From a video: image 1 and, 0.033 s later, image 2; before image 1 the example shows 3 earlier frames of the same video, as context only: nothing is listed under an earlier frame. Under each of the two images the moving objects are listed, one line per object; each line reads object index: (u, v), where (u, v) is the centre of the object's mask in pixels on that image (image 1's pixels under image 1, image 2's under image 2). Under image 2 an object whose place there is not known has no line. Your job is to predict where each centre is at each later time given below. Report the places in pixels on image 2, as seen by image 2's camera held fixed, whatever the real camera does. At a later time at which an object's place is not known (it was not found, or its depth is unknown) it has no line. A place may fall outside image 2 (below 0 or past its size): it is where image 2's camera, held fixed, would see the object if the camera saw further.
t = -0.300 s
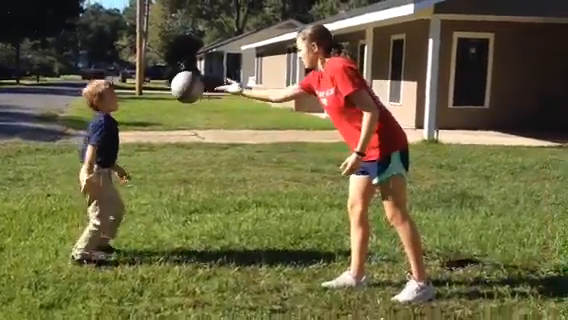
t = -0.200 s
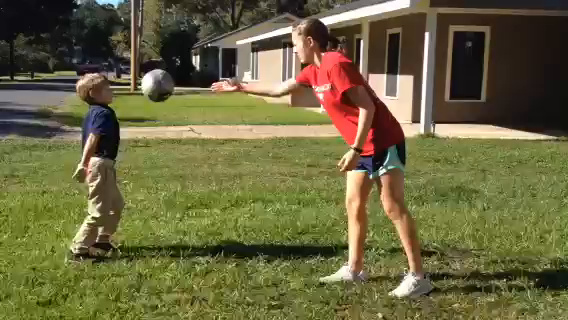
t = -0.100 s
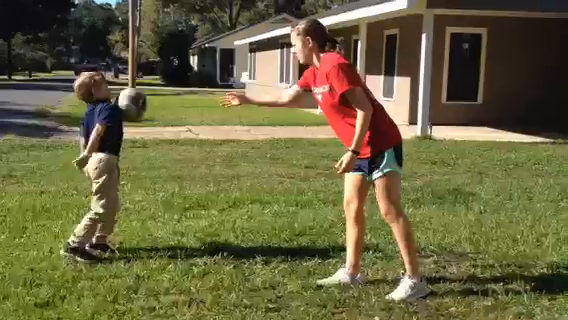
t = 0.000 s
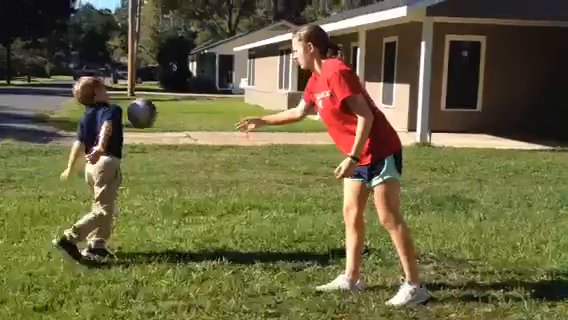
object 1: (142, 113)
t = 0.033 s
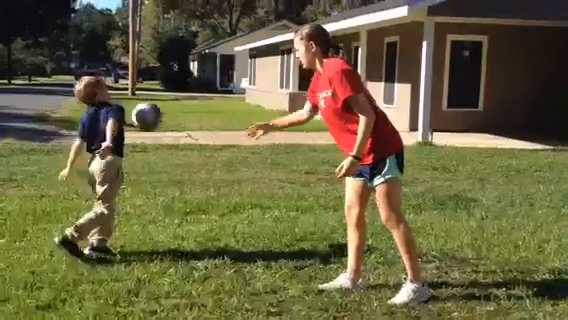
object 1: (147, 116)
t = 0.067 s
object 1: (150, 122)
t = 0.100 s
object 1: (156, 128)
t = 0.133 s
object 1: (160, 136)
